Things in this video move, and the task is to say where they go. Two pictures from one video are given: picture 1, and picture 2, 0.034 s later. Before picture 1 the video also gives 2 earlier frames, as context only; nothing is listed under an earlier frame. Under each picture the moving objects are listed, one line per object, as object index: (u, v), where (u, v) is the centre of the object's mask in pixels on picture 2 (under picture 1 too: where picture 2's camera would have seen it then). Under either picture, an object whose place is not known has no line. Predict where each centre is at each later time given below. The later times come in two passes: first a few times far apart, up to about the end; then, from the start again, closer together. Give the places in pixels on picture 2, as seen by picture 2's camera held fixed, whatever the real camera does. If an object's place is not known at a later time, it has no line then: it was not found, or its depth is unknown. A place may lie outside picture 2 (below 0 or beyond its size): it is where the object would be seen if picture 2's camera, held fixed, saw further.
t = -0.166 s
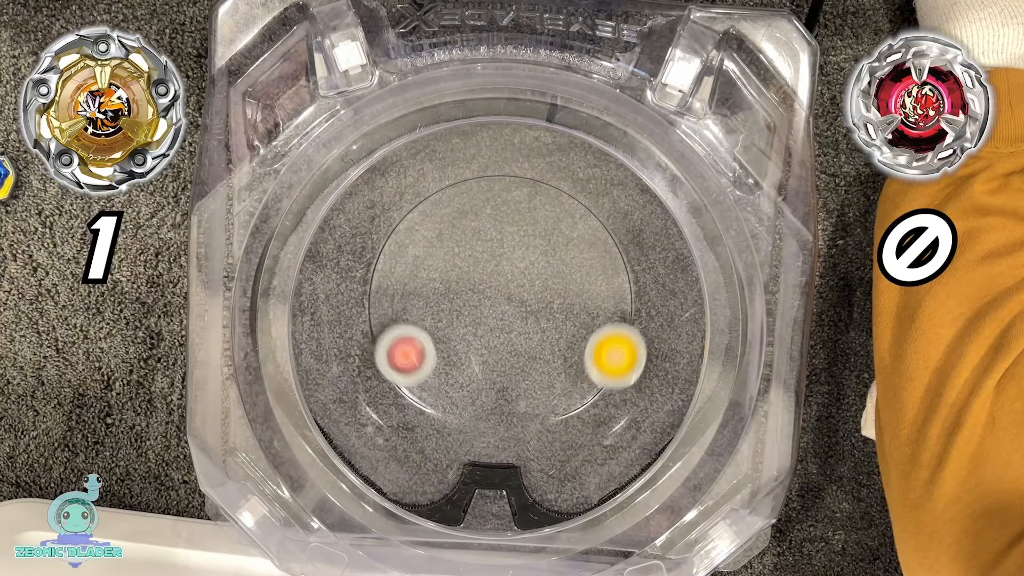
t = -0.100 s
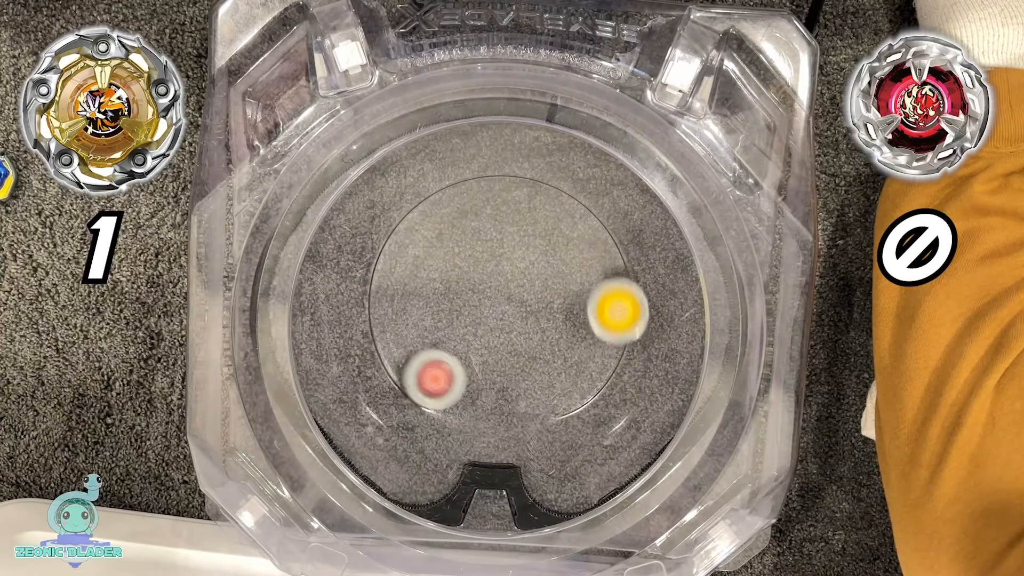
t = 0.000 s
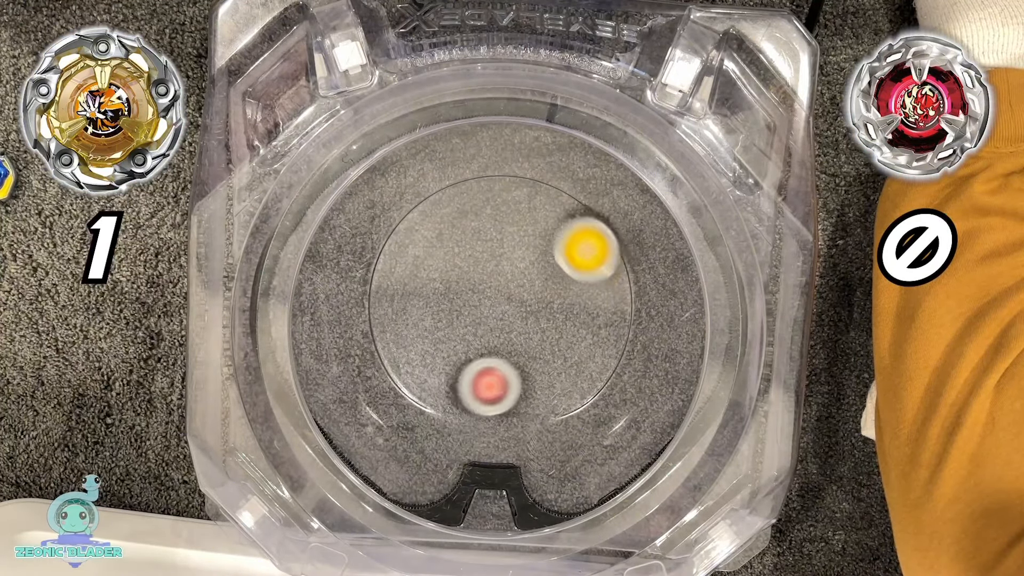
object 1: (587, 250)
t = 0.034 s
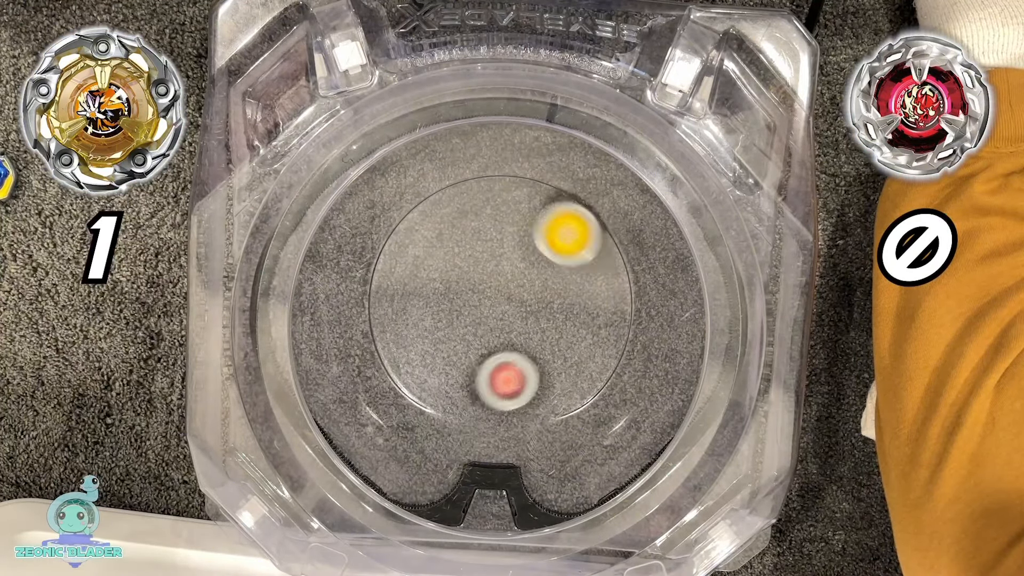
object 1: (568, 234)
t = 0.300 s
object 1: (386, 260)
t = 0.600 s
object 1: (451, 422)
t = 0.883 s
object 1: (602, 357)
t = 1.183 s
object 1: (488, 212)
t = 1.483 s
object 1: (380, 340)
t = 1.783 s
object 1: (511, 428)
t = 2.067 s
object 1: (579, 283)
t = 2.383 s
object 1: (405, 232)
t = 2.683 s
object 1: (414, 393)
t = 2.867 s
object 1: (529, 437)
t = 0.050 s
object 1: (557, 227)
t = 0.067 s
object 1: (546, 222)
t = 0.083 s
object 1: (533, 217)
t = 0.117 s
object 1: (508, 210)
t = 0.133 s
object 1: (495, 209)
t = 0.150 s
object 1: (482, 209)
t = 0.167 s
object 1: (470, 210)
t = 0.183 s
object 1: (457, 213)
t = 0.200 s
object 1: (445, 217)
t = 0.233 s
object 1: (422, 228)
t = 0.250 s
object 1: (411, 234)
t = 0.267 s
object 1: (402, 242)
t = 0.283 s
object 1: (393, 250)
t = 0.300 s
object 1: (386, 260)
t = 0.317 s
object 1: (379, 269)
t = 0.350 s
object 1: (370, 290)
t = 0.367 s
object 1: (368, 300)
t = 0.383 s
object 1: (368, 311)
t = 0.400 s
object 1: (371, 322)
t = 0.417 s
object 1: (374, 333)
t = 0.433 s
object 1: (377, 344)
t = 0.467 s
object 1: (387, 365)
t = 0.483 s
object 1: (393, 374)
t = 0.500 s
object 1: (399, 383)
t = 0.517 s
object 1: (406, 391)
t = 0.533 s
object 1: (414, 399)
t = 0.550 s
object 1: (423, 406)
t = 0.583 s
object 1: (441, 417)
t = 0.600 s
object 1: (451, 422)
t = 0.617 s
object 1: (460, 426)
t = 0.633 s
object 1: (471, 429)
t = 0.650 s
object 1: (481, 431)
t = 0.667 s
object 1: (492, 432)
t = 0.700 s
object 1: (514, 431)
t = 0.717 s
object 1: (524, 429)
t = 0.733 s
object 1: (535, 426)
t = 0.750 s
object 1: (545, 422)
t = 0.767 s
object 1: (555, 416)
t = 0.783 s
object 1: (565, 409)
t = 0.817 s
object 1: (581, 394)
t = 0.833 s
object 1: (588, 385)
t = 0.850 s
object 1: (594, 376)
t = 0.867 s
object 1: (598, 366)
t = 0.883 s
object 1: (602, 357)
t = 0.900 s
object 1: (605, 347)
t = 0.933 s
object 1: (606, 325)
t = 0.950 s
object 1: (605, 315)
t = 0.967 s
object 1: (603, 304)
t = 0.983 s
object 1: (599, 293)
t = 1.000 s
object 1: (595, 283)
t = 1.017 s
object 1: (589, 273)
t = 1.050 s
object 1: (575, 255)
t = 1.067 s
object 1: (566, 246)
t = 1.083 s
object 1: (557, 239)
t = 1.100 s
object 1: (547, 232)
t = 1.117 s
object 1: (536, 226)
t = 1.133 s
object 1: (525, 221)
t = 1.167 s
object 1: (501, 214)
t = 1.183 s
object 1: (488, 212)
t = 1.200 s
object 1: (476, 212)
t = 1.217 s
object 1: (465, 213)
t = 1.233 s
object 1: (452, 215)
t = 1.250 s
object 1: (441, 218)
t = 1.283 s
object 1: (419, 228)
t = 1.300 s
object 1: (409, 234)
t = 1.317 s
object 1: (400, 241)
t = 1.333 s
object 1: (391, 249)
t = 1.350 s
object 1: (383, 257)
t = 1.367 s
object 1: (376, 265)
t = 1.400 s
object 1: (371, 285)
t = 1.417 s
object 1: (371, 296)
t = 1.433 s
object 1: (372, 307)
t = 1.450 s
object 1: (374, 318)
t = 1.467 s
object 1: (377, 329)
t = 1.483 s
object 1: (380, 340)
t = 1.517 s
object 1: (388, 361)
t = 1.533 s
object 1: (393, 372)
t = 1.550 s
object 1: (399, 381)
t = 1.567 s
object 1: (405, 390)
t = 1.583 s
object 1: (412, 398)
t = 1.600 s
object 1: (419, 405)
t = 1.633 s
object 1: (433, 417)
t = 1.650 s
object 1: (441, 422)
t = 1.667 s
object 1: (449, 425)
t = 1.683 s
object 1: (458, 429)
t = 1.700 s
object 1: (466, 431)
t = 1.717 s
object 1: (475, 432)
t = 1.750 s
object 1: (494, 432)
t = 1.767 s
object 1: (502, 431)
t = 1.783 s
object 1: (511, 428)
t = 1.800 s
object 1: (520, 425)
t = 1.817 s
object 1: (528, 421)
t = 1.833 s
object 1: (536, 415)
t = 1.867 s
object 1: (551, 401)
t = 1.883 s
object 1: (558, 394)
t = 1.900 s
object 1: (565, 385)
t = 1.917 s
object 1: (570, 377)
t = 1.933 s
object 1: (575, 368)
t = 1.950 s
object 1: (579, 358)
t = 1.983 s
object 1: (584, 337)
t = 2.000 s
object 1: (585, 326)
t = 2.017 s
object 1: (585, 316)
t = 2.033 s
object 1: (584, 305)
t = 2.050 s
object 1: (582, 294)
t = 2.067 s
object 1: (579, 283)
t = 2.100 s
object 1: (570, 263)
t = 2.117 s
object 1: (564, 253)
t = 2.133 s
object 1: (557, 244)
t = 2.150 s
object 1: (549, 236)
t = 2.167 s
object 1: (540, 228)
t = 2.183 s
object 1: (531, 222)
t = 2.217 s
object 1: (511, 212)
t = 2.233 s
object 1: (500, 209)
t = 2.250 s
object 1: (489, 207)
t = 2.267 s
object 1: (478, 207)
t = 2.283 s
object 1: (467, 208)
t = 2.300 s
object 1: (456, 209)
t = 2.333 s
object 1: (434, 216)
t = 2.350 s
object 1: (424, 220)
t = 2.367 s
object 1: (414, 226)
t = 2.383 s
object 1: (405, 232)
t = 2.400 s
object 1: (396, 239)
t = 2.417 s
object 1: (389, 246)
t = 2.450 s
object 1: (378, 264)
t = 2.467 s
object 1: (376, 273)
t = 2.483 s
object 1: (375, 284)
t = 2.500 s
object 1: (374, 294)
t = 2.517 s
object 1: (374, 305)
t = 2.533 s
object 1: (375, 316)
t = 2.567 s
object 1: (379, 336)
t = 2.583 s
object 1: (382, 346)
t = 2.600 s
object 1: (386, 355)
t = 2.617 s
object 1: (390, 364)
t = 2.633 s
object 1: (395, 372)
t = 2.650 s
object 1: (400, 379)
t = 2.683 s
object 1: (414, 393)
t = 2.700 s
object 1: (422, 399)
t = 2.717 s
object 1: (430, 404)
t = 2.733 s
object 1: (439, 409)
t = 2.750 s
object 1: (448, 413)
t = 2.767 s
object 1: (458, 415)
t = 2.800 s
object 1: (478, 419)
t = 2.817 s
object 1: (488, 419)
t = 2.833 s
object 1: (499, 420)
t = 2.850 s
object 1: (513, 428)
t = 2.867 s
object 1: (529, 437)
